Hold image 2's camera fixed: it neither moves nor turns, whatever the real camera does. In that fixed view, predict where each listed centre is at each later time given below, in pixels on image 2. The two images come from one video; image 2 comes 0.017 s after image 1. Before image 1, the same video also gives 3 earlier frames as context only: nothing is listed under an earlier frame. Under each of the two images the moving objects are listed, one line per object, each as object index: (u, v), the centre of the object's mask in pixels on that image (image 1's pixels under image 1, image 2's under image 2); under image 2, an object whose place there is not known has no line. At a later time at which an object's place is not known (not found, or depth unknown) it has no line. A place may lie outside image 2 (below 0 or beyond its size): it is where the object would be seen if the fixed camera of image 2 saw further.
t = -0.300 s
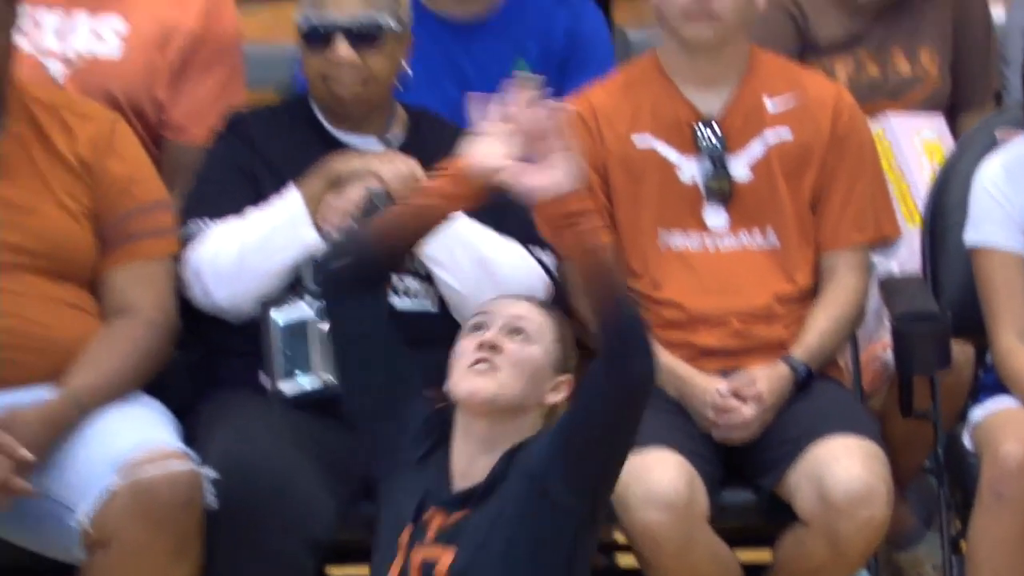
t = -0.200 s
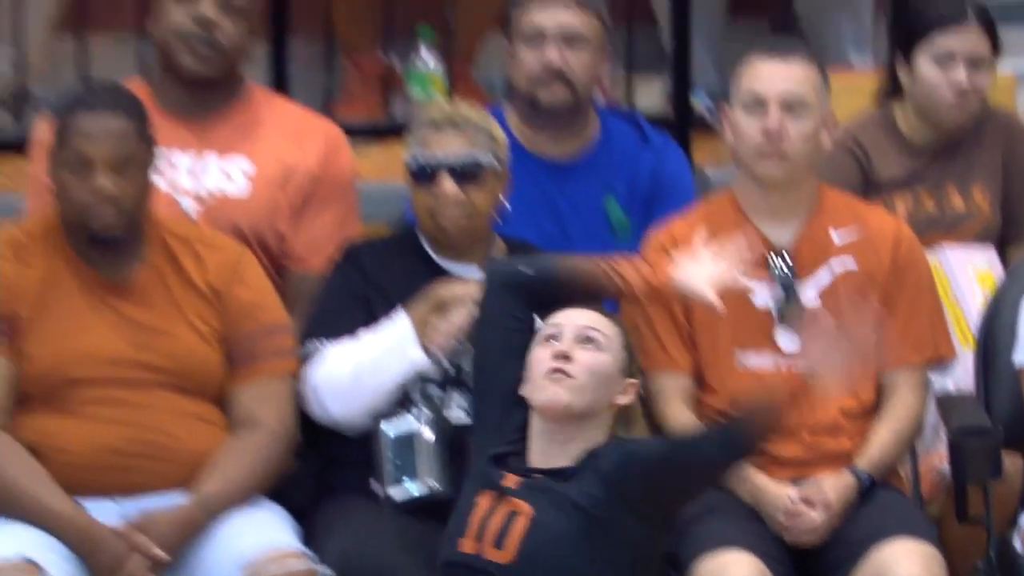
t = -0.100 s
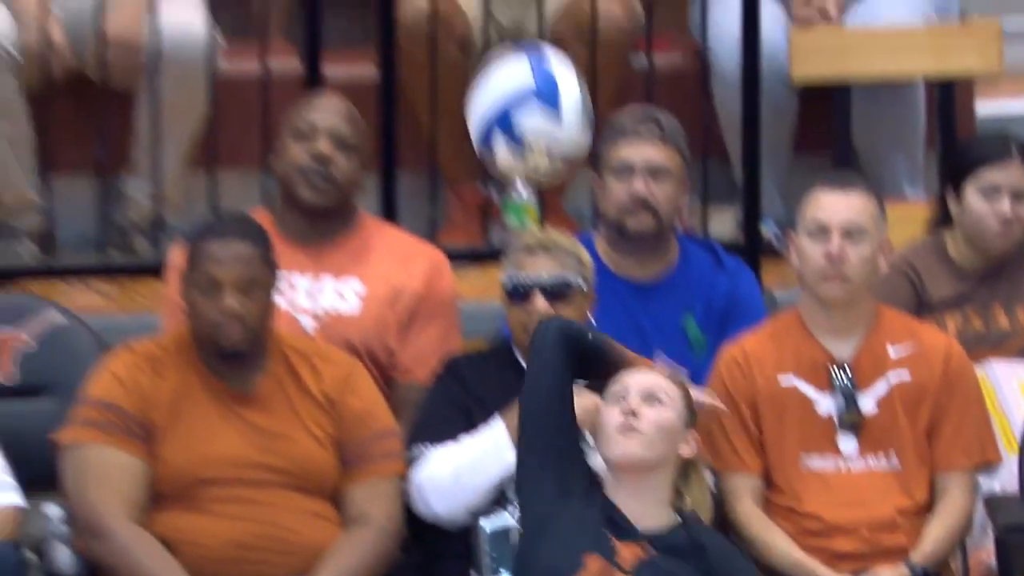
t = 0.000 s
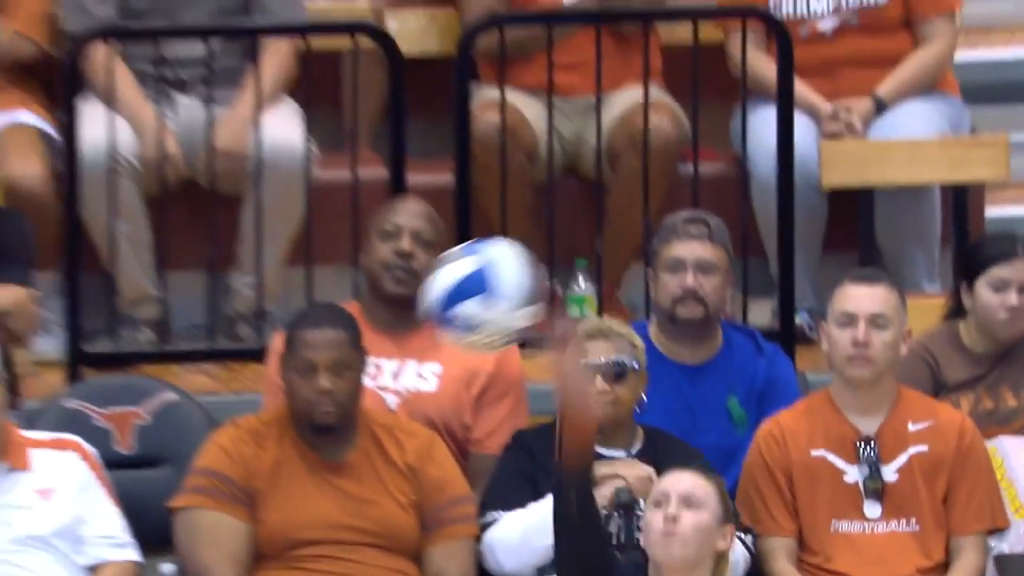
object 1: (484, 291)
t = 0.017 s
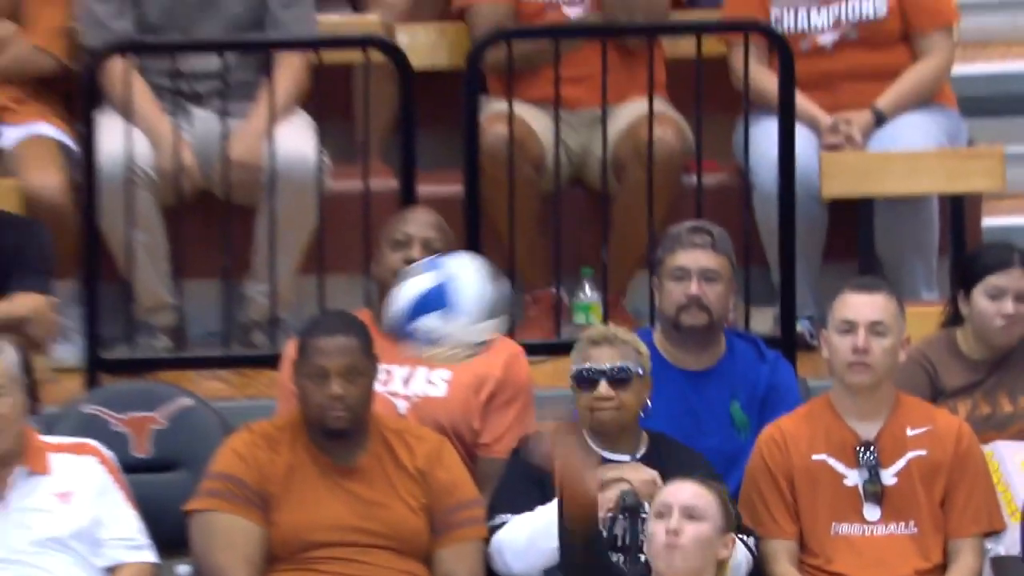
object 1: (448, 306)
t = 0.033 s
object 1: (403, 313)
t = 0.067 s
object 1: (310, 333)
